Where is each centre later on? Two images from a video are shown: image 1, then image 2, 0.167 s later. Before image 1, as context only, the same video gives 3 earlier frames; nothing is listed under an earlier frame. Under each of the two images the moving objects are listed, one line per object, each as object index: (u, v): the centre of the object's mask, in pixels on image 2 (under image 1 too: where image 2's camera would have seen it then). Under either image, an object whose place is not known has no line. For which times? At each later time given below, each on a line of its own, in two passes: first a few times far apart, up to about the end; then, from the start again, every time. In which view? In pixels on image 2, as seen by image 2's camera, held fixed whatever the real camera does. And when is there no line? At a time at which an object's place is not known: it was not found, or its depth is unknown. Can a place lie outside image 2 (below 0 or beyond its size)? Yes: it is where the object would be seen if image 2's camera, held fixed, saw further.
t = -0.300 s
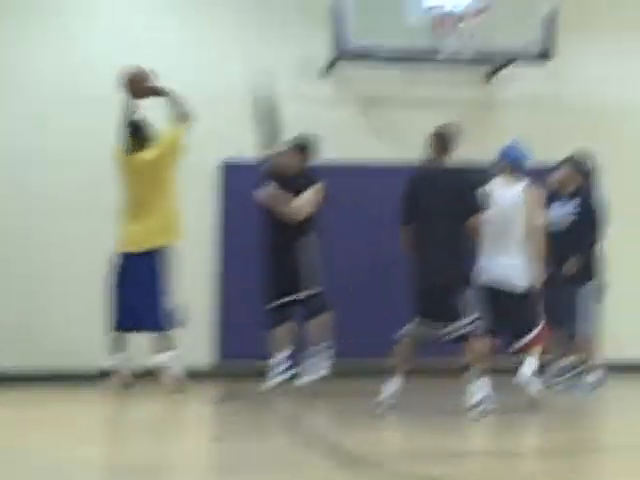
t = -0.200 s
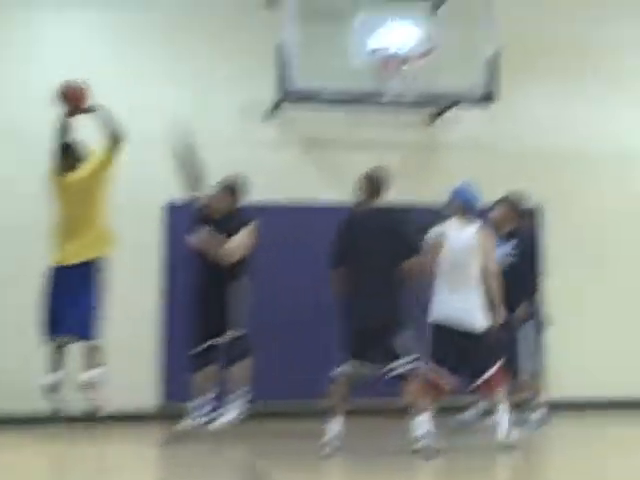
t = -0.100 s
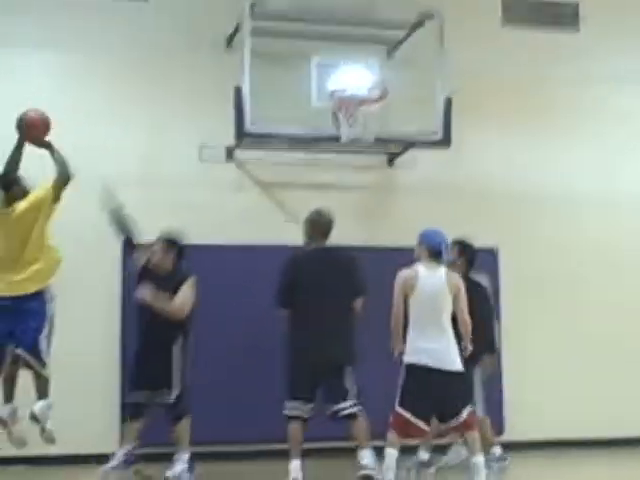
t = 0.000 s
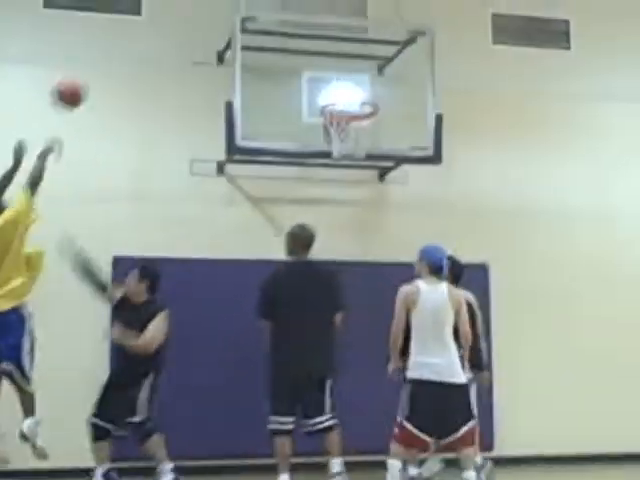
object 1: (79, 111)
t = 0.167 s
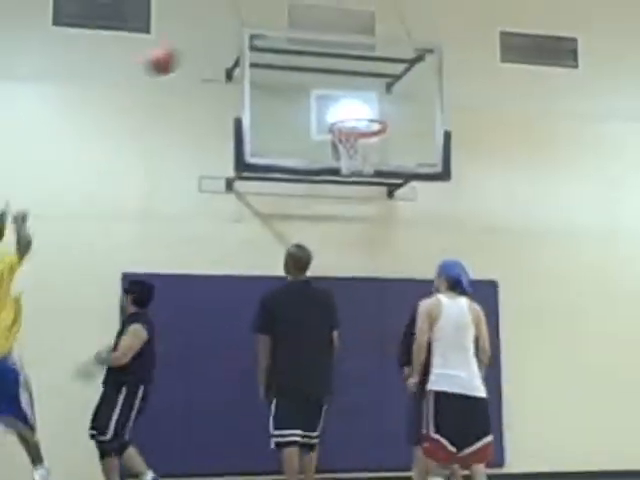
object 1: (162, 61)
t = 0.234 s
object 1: (192, 51)
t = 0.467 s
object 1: (293, 55)
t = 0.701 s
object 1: (370, 102)
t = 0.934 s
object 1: (426, 127)
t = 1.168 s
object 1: (481, 189)
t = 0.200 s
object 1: (177, 55)
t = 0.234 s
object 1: (192, 51)
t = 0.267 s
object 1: (208, 47)
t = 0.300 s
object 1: (221, 46)
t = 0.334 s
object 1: (238, 45)
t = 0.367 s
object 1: (251, 46)
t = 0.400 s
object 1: (265, 48)
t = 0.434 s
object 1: (278, 51)
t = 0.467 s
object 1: (293, 55)
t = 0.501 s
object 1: (305, 65)
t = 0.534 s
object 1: (320, 70)
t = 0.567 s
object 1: (332, 78)
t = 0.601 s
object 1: (341, 83)
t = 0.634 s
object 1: (351, 88)
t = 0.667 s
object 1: (360, 94)
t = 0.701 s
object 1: (370, 102)
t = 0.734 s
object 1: (381, 114)
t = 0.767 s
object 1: (389, 118)
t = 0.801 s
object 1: (395, 118)
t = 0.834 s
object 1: (403, 119)
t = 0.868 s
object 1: (411, 120)
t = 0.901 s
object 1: (418, 123)
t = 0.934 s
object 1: (426, 127)
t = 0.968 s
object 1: (434, 133)
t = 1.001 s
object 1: (442, 139)
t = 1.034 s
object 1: (450, 145)
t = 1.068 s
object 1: (459, 156)
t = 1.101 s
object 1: (465, 165)
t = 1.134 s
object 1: (473, 176)
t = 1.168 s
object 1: (481, 189)
